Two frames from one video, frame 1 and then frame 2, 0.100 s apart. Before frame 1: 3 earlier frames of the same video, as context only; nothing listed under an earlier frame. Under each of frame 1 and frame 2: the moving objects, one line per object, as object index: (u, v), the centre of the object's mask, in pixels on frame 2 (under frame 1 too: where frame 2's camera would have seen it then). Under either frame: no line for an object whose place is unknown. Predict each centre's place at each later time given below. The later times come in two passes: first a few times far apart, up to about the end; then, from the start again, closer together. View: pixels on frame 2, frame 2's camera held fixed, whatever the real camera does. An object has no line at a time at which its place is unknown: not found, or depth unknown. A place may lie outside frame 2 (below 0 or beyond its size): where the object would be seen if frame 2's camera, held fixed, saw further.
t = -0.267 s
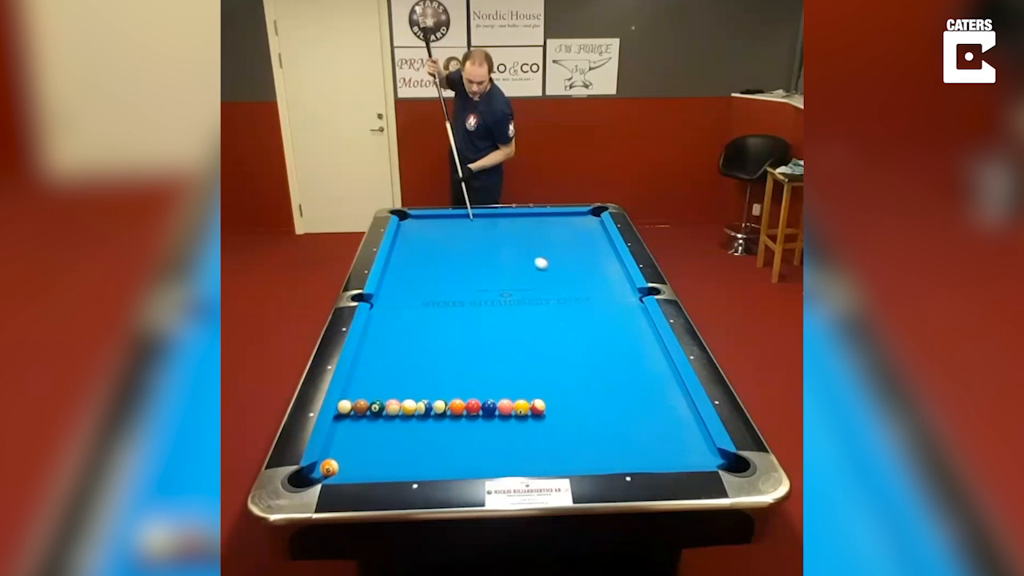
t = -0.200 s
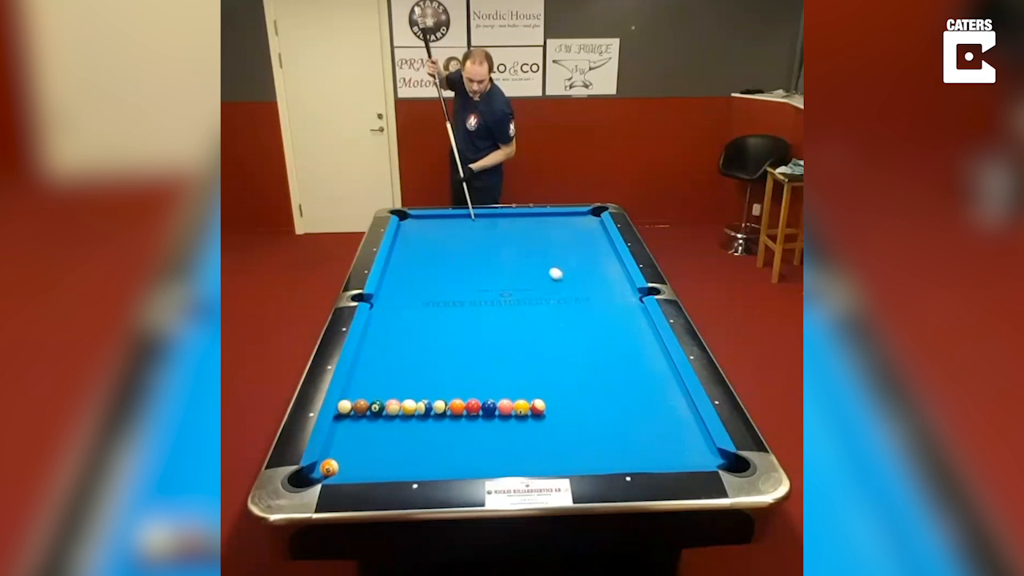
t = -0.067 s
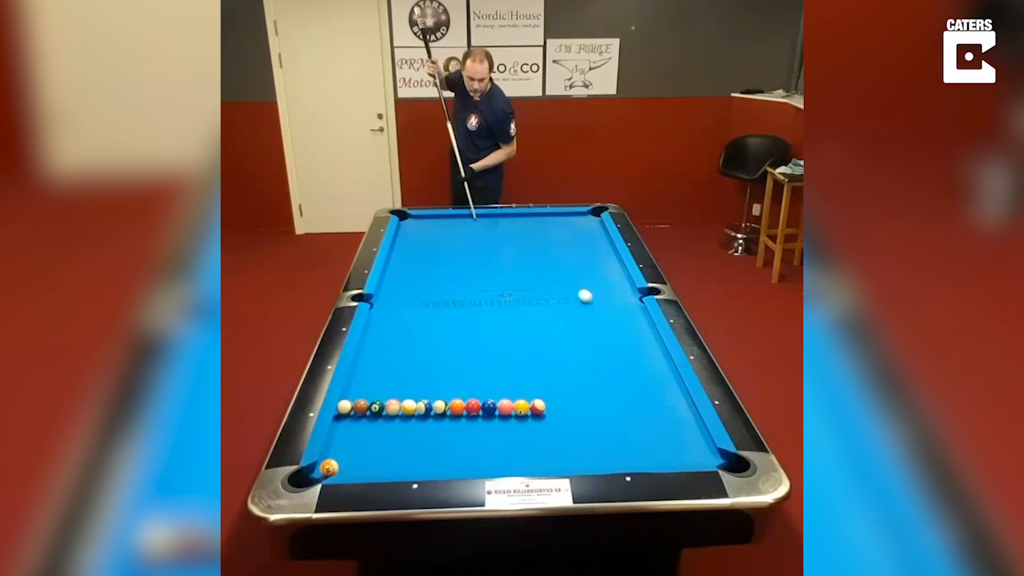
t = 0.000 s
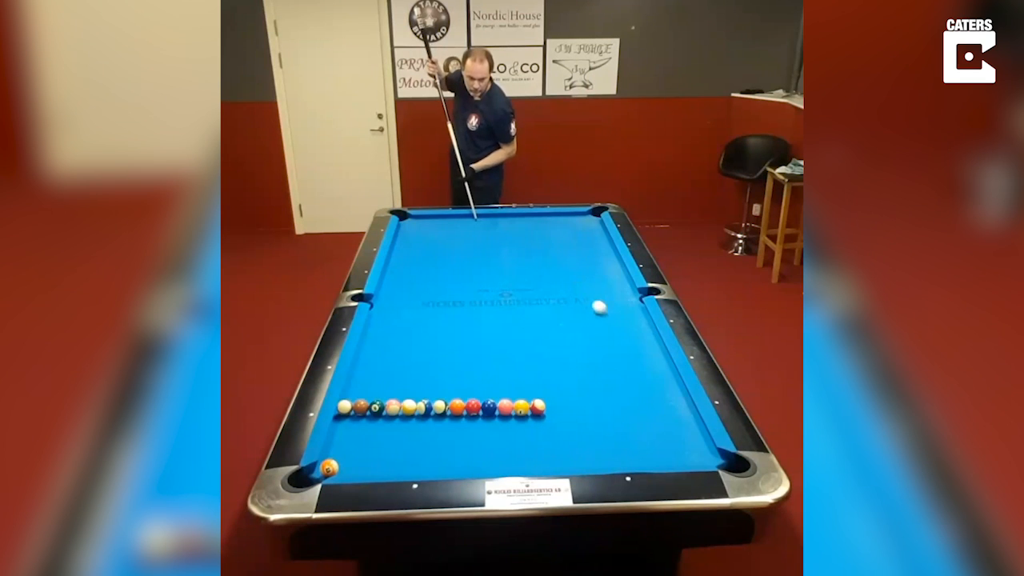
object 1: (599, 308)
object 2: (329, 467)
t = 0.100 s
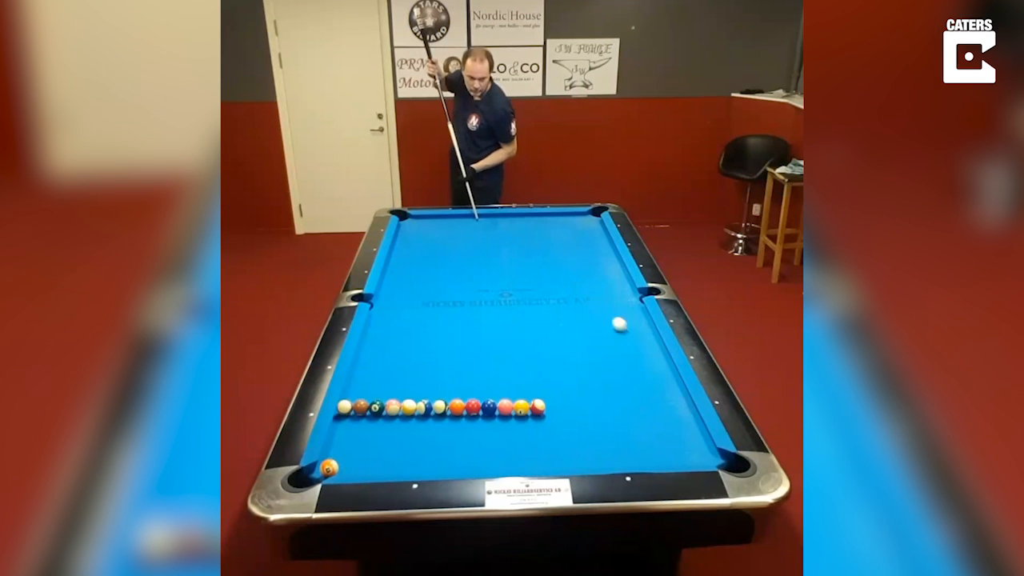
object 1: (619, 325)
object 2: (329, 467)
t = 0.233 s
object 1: (642, 347)
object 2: (329, 467)
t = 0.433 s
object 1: (667, 378)
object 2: (329, 467)
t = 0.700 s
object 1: (673, 410)
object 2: (329, 467)
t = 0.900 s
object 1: (654, 425)
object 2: (329, 467)
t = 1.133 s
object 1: (612, 432)
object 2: (329, 467)
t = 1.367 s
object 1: (567, 436)
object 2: (329, 467)
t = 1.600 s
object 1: (523, 441)
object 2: (329, 467)
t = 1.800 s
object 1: (485, 445)
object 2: (329, 467)
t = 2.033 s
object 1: (441, 449)
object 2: (329, 467)
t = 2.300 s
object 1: (392, 455)
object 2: (329, 467)
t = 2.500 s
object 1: (355, 458)
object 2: (329, 467)
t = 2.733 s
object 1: (330, 454)
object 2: (314, 479)
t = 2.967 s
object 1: (345, 446)
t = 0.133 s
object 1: (625, 330)
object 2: (329, 467)
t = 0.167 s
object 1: (631, 336)
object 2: (329, 467)
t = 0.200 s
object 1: (637, 342)
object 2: (329, 467)
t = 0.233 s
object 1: (642, 347)
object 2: (329, 467)
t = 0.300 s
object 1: (652, 358)
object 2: (329, 467)
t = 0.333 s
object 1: (656, 363)
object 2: (329, 467)
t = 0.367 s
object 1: (660, 368)
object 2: (329, 467)
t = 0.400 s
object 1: (664, 373)
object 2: (329, 467)
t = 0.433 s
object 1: (667, 378)
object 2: (329, 467)
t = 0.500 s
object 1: (671, 388)
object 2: (329, 467)
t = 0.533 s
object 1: (673, 392)
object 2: (329, 467)
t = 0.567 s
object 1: (674, 396)
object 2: (329, 467)
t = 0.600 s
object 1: (674, 400)
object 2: (329, 467)
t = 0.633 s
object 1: (674, 404)
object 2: (329, 467)
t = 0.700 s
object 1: (673, 410)
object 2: (329, 467)
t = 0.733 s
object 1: (671, 413)
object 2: (329, 467)
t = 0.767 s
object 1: (669, 416)
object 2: (329, 467)
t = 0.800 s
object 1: (666, 419)
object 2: (329, 467)
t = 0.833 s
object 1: (662, 421)
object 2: (329, 467)
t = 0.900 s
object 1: (654, 425)
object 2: (329, 467)
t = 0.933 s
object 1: (649, 426)
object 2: (329, 467)
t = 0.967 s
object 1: (644, 428)
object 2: (329, 467)
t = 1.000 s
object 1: (638, 429)
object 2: (329, 467)
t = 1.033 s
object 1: (631, 429)
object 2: (329, 467)
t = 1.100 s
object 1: (618, 431)
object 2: (329, 467)
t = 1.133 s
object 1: (612, 432)
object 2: (329, 467)
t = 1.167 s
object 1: (606, 432)
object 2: (329, 467)
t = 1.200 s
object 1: (599, 433)
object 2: (329, 467)
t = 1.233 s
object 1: (593, 434)
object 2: (329, 467)
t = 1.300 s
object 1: (580, 435)
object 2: (329, 467)
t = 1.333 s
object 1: (574, 436)
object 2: (329, 467)
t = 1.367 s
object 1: (567, 436)
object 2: (329, 467)
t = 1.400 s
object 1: (561, 437)
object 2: (329, 467)
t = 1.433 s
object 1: (555, 438)
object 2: (329, 467)
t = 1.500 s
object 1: (542, 439)
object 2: (329, 467)
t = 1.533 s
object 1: (536, 440)
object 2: (329, 467)
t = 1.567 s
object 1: (529, 440)
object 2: (329, 467)
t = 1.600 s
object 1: (523, 441)
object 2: (329, 467)
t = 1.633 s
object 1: (516, 442)
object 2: (329, 467)
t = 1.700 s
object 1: (504, 443)
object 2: (329, 467)
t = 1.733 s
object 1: (498, 444)
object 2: (329, 467)
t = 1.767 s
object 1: (491, 444)
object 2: (329, 467)
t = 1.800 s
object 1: (485, 445)
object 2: (329, 467)
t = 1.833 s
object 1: (479, 446)
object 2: (329, 467)
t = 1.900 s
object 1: (466, 447)
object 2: (329, 467)
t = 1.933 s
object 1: (460, 447)
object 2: (329, 467)
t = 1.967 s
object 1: (454, 448)
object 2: (329, 467)
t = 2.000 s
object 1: (448, 449)
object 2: (329, 467)
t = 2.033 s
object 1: (441, 449)
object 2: (329, 467)
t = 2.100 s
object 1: (429, 451)
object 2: (329, 467)
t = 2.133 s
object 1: (423, 451)
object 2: (329, 467)
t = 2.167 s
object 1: (417, 452)
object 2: (329, 467)
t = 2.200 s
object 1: (410, 453)
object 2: (329, 467)
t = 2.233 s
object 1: (404, 453)
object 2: (329, 467)
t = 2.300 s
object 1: (392, 455)
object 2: (329, 467)
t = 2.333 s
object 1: (386, 455)
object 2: (329, 467)
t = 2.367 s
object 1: (379, 456)
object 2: (329, 467)
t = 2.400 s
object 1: (374, 457)
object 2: (329, 467)
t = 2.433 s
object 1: (368, 457)
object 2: (329, 467)
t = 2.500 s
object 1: (355, 458)
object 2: (329, 467)
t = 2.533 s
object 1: (349, 459)
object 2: (329, 467)
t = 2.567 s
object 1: (344, 459)
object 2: (328, 468)
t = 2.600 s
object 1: (341, 458)
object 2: (326, 469)
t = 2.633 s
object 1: (338, 457)
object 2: (322, 471)
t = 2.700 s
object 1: (332, 455)
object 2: (317, 475)
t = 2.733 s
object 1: (330, 454)
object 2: (314, 479)
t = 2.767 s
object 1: (331, 453)
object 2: (311, 482)
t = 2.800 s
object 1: (334, 452)
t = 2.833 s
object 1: (336, 451)
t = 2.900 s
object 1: (341, 448)
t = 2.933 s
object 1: (343, 447)
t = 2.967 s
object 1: (345, 446)
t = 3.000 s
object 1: (347, 445)
